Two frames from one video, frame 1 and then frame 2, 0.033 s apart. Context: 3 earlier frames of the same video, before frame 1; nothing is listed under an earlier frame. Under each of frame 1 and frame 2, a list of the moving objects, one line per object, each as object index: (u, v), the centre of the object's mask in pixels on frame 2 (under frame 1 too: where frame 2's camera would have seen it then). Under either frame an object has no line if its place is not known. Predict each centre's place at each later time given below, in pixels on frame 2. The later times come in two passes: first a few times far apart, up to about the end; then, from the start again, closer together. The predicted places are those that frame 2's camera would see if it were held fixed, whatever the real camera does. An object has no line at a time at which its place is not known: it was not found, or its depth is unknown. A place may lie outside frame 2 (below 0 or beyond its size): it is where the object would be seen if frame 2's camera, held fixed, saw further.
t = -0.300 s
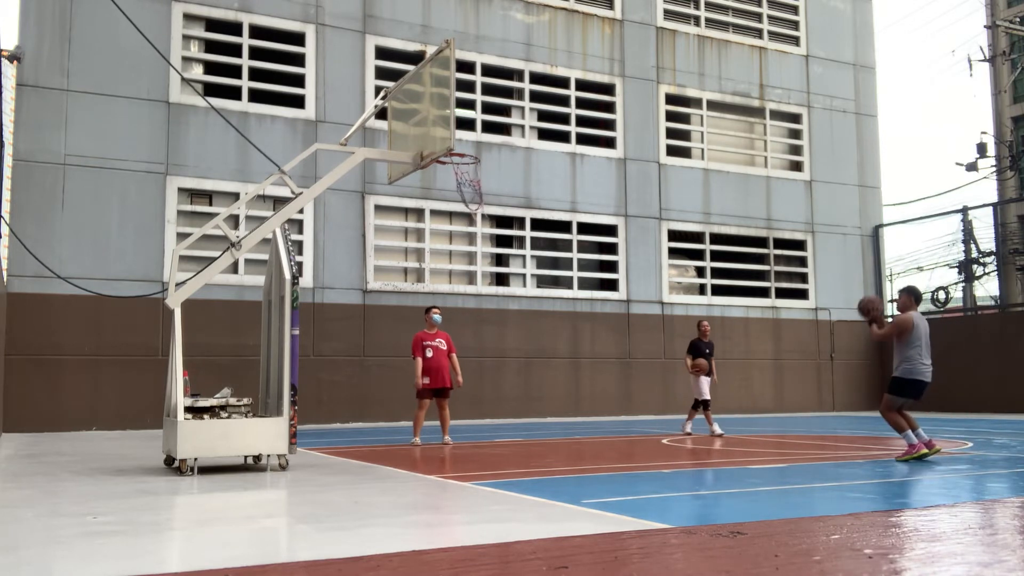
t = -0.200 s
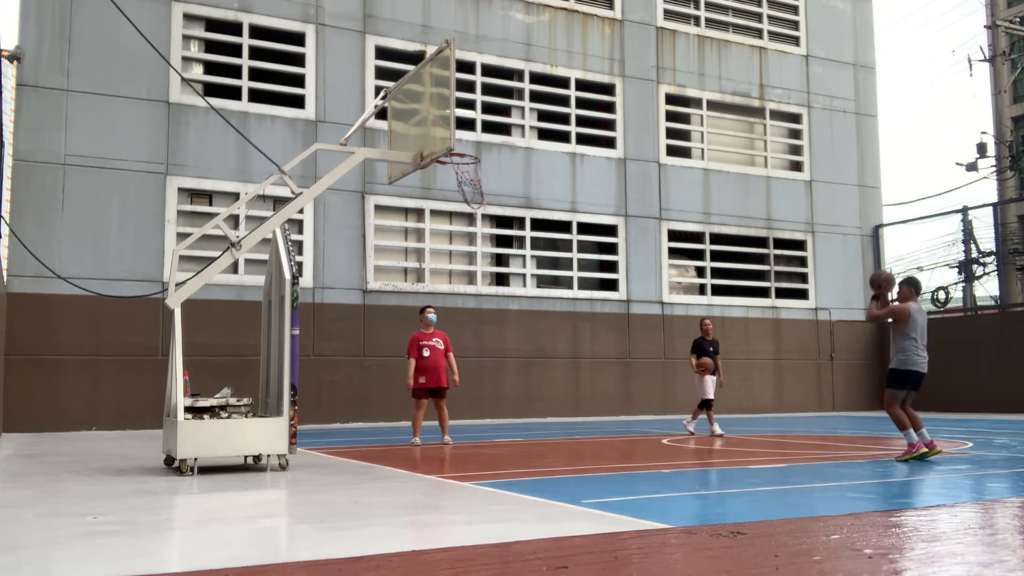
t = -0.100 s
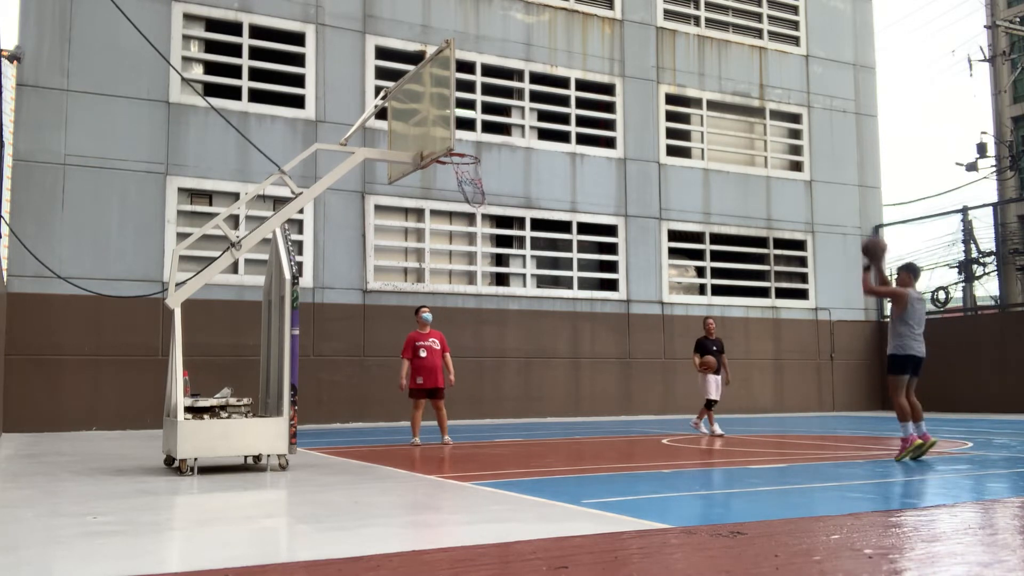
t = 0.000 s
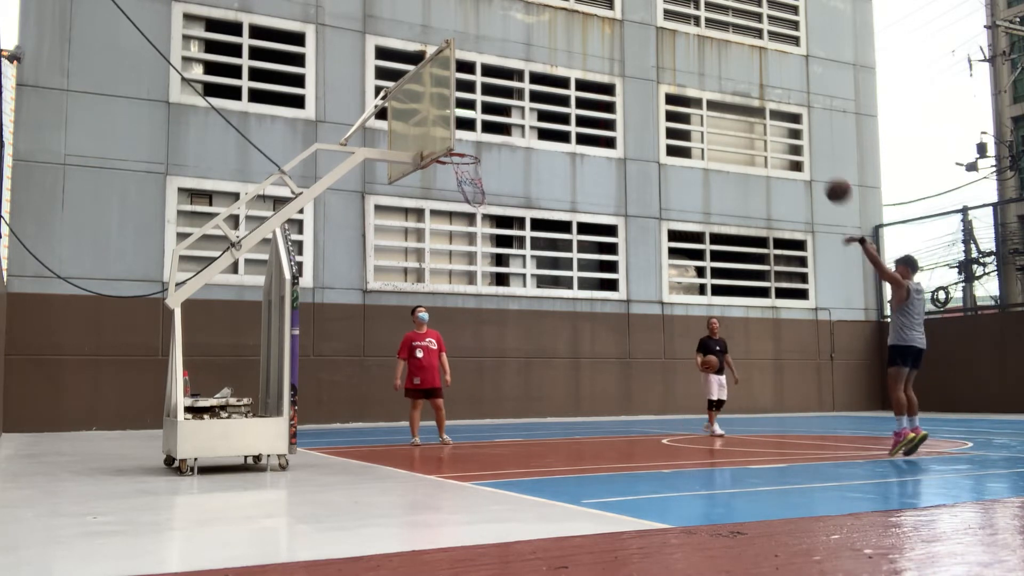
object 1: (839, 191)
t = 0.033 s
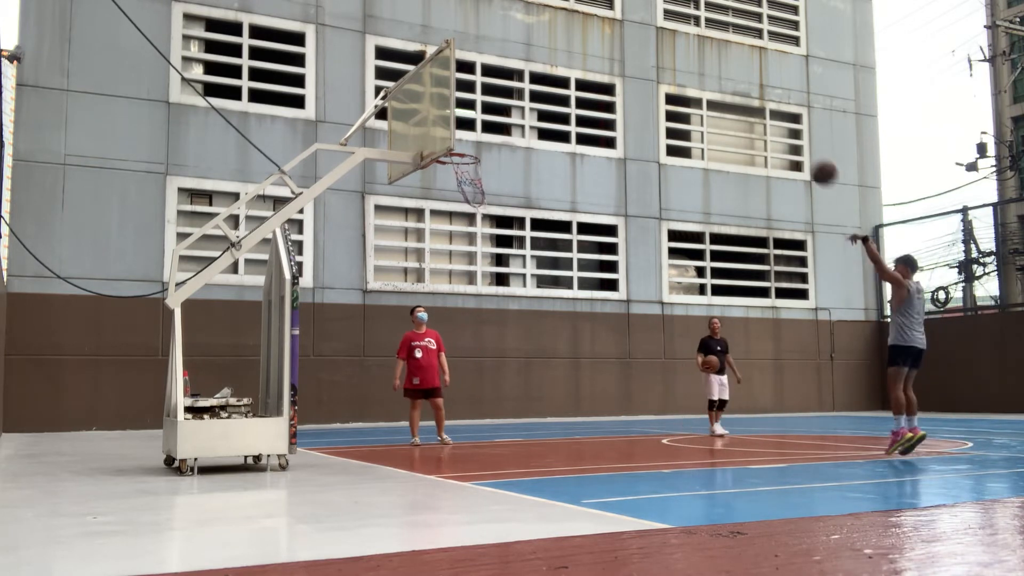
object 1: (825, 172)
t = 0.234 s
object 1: (745, 87)
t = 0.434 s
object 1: (672, 42)
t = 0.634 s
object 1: (605, 34)
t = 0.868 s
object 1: (524, 73)
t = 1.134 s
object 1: (452, 174)
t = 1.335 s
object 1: (487, 263)
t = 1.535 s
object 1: (515, 384)
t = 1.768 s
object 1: (553, 373)
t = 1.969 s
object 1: (589, 306)
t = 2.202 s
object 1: (628, 276)
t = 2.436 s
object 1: (666, 294)
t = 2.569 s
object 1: (688, 324)
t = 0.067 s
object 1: (811, 156)
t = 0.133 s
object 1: (784, 125)
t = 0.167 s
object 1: (771, 111)
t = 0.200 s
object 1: (758, 99)
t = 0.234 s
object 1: (745, 87)
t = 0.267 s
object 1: (732, 77)
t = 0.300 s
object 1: (720, 68)
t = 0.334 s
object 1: (707, 60)
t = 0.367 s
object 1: (695, 53)
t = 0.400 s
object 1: (684, 47)
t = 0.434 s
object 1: (672, 42)
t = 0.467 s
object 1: (660, 38)
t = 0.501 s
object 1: (648, 35)
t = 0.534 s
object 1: (637, 34)
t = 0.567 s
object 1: (625, 33)
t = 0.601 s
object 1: (615, 33)
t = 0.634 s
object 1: (605, 34)
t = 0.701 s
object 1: (581, 41)
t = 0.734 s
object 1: (568, 45)
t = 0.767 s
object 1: (559, 51)
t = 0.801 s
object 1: (547, 57)
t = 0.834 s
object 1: (537, 65)
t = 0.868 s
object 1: (524, 73)
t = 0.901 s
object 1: (512, 83)
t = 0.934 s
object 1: (502, 94)
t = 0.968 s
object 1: (491, 105)
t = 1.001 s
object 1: (478, 118)
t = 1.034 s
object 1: (467, 131)
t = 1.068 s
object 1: (458, 147)
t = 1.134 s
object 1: (452, 174)
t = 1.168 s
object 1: (458, 189)
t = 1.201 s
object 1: (465, 202)
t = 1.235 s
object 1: (470, 216)
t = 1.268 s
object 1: (476, 231)
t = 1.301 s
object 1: (482, 247)
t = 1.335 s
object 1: (487, 263)
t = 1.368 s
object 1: (493, 281)
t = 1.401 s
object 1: (497, 302)
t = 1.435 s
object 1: (500, 322)
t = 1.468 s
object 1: (504, 339)
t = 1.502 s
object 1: (510, 361)
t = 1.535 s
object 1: (515, 384)
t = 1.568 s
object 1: (519, 405)
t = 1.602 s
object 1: (524, 429)
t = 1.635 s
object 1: (530, 439)
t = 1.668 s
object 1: (536, 420)
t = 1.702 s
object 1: (541, 403)
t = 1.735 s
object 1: (548, 388)
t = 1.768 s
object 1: (553, 373)
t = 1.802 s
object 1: (559, 359)
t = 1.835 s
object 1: (566, 345)
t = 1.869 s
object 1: (571, 335)
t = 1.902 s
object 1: (576, 324)
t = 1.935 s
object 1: (583, 315)
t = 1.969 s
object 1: (589, 306)
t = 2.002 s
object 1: (594, 298)
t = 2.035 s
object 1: (600, 292)
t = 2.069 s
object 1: (606, 287)
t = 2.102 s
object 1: (611, 283)
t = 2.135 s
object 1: (617, 280)
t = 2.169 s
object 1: (622, 278)
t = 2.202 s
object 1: (628, 276)
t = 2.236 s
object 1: (633, 276)
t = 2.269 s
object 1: (639, 277)
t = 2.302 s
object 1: (644, 278)
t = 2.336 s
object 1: (650, 280)
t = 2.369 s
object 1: (655, 284)
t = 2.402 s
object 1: (660, 288)
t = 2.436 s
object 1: (666, 294)
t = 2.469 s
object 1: (672, 300)
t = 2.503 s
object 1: (677, 307)
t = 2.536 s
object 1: (682, 315)
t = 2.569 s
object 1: (688, 324)
